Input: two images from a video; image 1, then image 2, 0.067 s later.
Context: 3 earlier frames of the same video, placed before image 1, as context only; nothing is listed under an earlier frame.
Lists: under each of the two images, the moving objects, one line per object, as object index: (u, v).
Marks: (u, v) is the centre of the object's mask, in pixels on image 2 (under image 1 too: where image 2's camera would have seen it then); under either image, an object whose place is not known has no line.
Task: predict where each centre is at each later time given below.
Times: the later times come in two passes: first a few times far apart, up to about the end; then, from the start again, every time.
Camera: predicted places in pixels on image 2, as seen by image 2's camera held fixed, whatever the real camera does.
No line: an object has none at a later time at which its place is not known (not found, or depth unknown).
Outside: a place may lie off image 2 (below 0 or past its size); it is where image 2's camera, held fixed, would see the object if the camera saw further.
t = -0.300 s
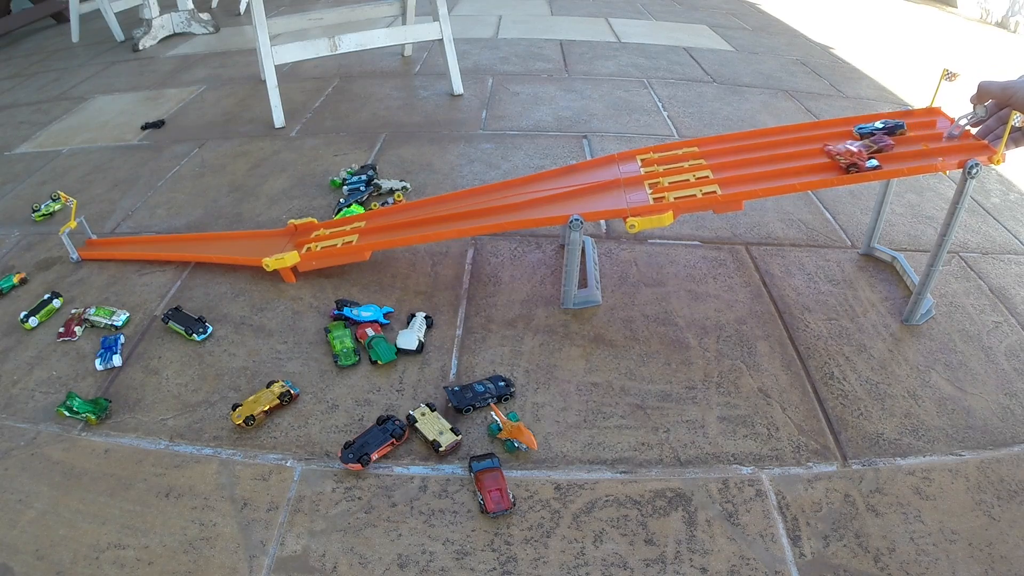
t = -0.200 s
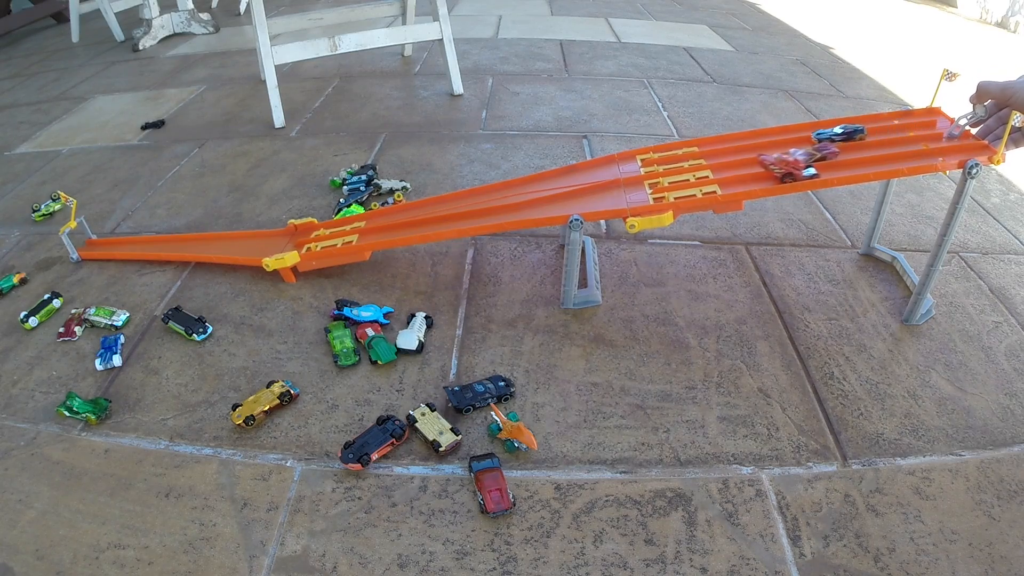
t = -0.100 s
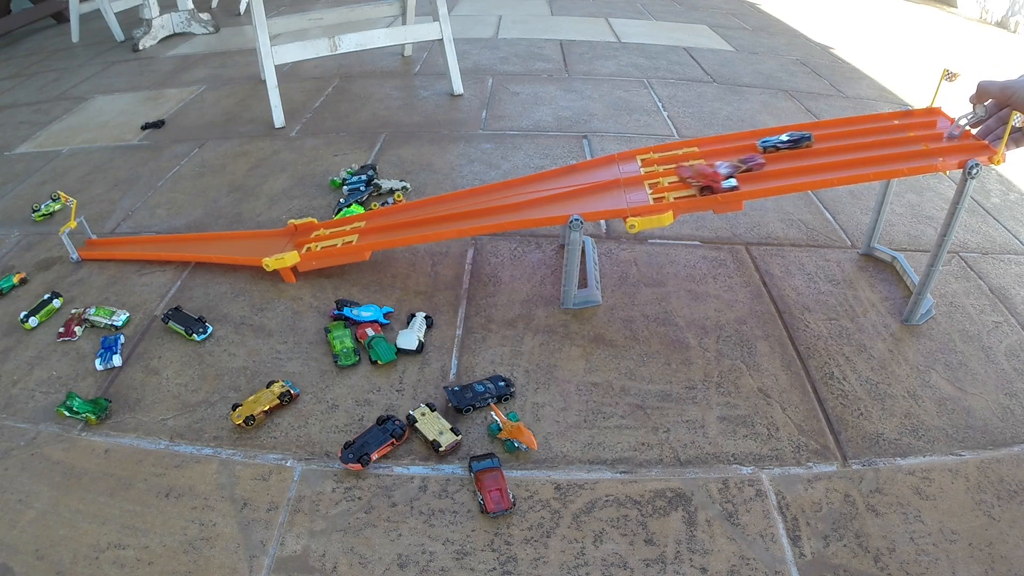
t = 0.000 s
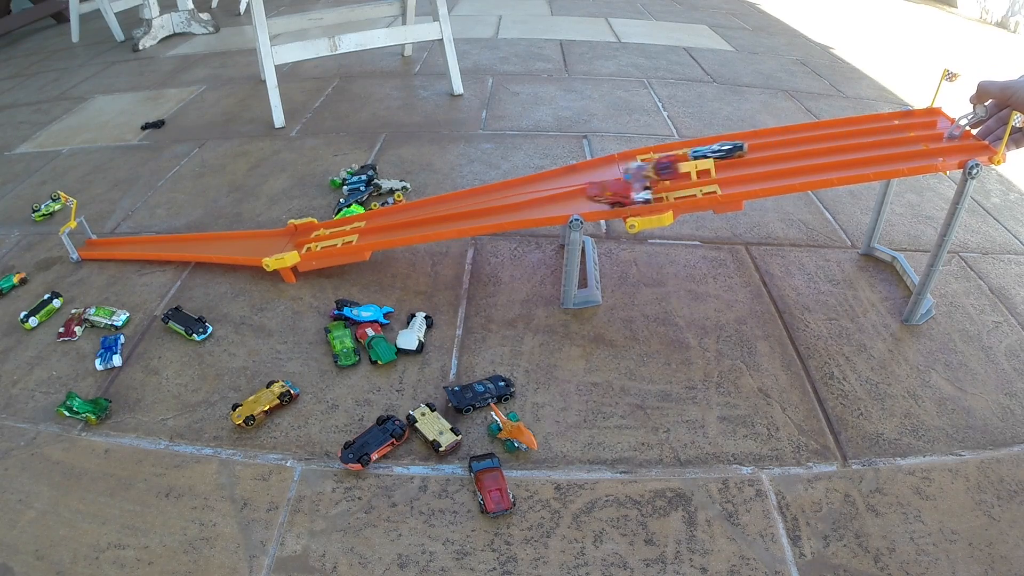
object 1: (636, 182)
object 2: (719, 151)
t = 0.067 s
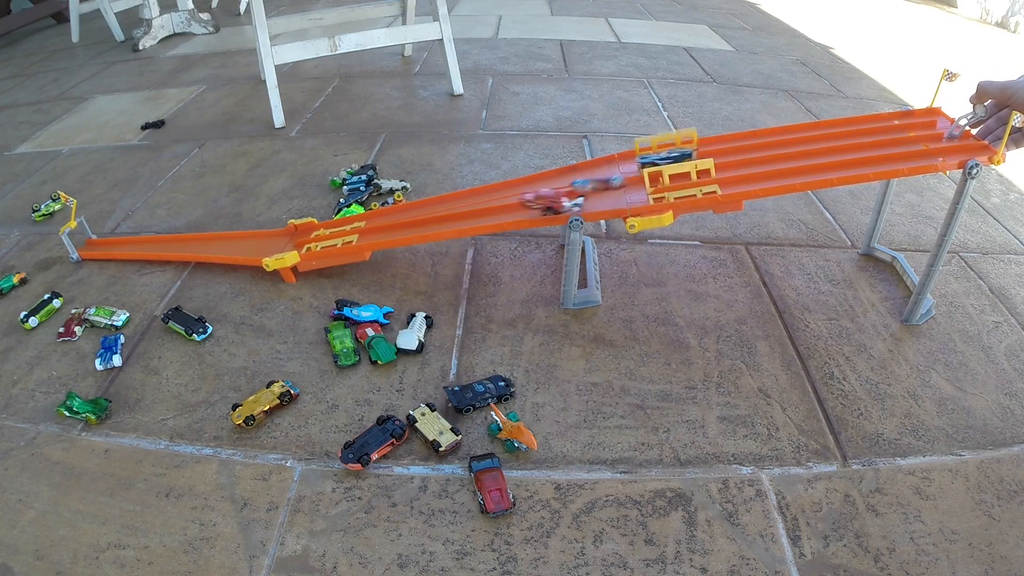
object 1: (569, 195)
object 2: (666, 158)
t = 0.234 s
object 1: (379, 226)
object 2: (533, 181)
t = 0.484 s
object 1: (159, 240)
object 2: (412, 207)
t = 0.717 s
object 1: (88, 240)
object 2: (412, 207)
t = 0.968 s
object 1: (115, 239)
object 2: (385, 212)
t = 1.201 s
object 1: (124, 239)
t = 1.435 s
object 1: (118, 239)
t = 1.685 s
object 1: (104, 239)
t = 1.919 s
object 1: (87, 239)
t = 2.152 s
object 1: (83, 240)
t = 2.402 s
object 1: (83, 240)
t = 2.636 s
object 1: (83, 240)
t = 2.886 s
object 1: (83, 240)
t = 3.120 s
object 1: (83, 240)
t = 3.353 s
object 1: (83, 240)
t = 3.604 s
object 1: (83, 240)
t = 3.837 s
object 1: (83, 240)
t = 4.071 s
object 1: (83, 240)
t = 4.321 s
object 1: (83, 240)
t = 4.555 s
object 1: (83, 240)
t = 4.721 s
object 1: (83, 240)
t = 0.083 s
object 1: (537, 203)
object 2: (653, 159)
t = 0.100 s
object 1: (517, 204)
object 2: (639, 160)
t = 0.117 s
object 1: (501, 206)
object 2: (629, 161)
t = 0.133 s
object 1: (484, 209)
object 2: (618, 163)
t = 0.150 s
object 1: (467, 211)
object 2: (605, 166)
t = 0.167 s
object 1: (449, 215)
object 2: (592, 171)
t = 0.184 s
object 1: (432, 217)
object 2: (578, 174)
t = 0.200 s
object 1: (416, 220)
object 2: (563, 176)
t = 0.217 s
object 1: (397, 222)
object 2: (546, 178)
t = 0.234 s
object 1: (379, 226)
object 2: (533, 181)
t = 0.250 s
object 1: (361, 229)
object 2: (519, 183)
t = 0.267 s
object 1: (344, 231)
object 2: (504, 187)
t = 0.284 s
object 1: (326, 234)
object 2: (489, 190)
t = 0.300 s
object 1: (309, 237)
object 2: (474, 193)
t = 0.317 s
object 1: (293, 240)
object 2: (460, 196)
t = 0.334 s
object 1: (278, 241)
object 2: (444, 200)
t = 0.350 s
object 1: (265, 242)
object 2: (428, 203)
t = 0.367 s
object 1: (249, 245)
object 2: (412, 207)
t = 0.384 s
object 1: (236, 244)
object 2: (396, 209)
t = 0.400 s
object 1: (223, 243)
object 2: (388, 210)
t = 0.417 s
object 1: (208, 243)
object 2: (393, 209)
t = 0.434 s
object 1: (195, 242)
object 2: (398, 209)
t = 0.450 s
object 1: (183, 241)
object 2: (403, 208)
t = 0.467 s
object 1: (171, 241)
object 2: (409, 207)
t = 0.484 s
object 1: (159, 240)
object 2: (412, 207)
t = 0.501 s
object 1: (149, 239)
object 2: (416, 206)
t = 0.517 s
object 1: (138, 239)
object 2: (418, 206)
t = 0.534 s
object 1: (129, 238)
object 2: (420, 205)
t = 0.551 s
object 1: (119, 238)
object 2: (422, 205)
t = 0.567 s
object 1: (108, 239)
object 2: (423, 205)
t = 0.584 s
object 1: (99, 239)
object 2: (423, 205)
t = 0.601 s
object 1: (88, 239)
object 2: (423, 205)
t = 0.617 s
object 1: (82, 240)
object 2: (423, 205)
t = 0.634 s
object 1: (81, 239)
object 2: (422, 205)
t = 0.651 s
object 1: (82, 239)
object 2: (421, 205)
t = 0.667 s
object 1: (83, 240)
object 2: (419, 205)
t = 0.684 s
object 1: (85, 240)
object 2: (418, 206)
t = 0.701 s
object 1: (86, 240)
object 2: (415, 206)
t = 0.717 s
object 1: (88, 240)
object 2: (412, 207)
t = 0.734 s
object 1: (90, 239)
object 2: (409, 207)
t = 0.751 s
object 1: (93, 239)
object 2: (406, 208)
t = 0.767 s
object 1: (95, 239)
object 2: (401, 208)
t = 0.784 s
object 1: (98, 239)
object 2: (397, 209)
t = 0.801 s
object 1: (99, 239)
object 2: (393, 210)
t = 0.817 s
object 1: (101, 239)
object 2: (388, 211)
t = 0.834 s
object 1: (102, 239)
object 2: (384, 211)
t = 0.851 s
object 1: (105, 239)
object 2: (386, 211)
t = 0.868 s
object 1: (107, 239)
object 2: (387, 211)
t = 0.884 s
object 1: (108, 239)
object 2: (387, 211)
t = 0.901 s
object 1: (110, 239)
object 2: (387, 211)
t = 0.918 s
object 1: (111, 239)
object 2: (387, 211)
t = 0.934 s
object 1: (113, 239)
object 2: (387, 211)
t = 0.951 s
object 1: (114, 239)
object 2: (386, 211)
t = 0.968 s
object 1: (115, 239)
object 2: (385, 212)
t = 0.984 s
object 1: (116, 239)
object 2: (384, 212)
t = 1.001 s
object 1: (117, 239)
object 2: (384, 212)
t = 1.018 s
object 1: (118, 239)
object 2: (384, 212)
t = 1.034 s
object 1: (118, 239)
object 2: (384, 212)
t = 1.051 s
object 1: (120, 239)
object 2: (384, 212)
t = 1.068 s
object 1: (121, 239)
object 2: (384, 212)
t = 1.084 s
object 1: (121, 239)
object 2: (384, 211)
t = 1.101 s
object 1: (122, 239)
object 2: (384, 212)
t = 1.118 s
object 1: (123, 239)
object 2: (384, 211)
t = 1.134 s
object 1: (123, 239)
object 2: (384, 211)
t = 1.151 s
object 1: (123, 239)
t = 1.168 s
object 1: (123, 239)
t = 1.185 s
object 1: (123, 239)
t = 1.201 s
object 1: (124, 239)
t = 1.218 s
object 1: (123, 239)
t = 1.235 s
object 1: (124, 239)
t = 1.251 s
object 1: (124, 239)
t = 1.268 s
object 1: (123, 239)
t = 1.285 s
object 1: (123, 239)
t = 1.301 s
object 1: (122, 239)
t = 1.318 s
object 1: (122, 239)
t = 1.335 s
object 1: (122, 239)
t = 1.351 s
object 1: (122, 239)
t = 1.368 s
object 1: (121, 239)
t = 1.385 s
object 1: (120, 239)
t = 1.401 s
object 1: (119, 239)
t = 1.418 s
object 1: (119, 239)
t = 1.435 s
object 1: (118, 239)
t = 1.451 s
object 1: (118, 239)
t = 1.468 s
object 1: (117, 239)
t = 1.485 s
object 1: (116, 239)
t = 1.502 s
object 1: (116, 239)
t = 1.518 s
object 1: (114, 239)
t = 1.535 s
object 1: (114, 239)
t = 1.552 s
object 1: (113, 239)
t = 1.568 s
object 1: (112, 239)
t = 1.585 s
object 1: (111, 239)
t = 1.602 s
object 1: (110, 239)
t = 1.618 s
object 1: (109, 239)
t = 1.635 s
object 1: (108, 239)
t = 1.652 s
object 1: (107, 239)
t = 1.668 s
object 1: (105, 239)
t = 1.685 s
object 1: (104, 239)
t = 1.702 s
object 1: (103, 239)
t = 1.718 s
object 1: (102, 239)
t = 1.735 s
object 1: (101, 239)
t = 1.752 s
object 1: (100, 239)
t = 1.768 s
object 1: (98, 239)
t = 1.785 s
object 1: (97, 239)
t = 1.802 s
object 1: (96, 239)
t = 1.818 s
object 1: (95, 239)
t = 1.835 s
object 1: (94, 239)
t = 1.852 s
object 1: (92, 239)
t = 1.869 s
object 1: (91, 239)
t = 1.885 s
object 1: (90, 239)
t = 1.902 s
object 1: (89, 239)
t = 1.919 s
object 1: (87, 239)
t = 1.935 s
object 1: (87, 239)
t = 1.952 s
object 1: (86, 239)
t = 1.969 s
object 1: (86, 239)
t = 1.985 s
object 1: (85, 240)
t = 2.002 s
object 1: (85, 240)
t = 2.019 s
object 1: (84, 240)
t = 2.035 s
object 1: (84, 240)
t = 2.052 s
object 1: (84, 240)
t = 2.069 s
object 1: (83, 240)
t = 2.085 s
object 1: (83, 240)
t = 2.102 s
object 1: (83, 240)
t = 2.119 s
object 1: (83, 240)
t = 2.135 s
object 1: (83, 240)
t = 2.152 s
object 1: (83, 240)
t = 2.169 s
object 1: (83, 240)
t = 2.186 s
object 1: (83, 240)
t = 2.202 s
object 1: (83, 240)
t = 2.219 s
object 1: (83, 240)
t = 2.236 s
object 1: (83, 240)
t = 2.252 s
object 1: (83, 240)
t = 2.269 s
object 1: (83, 240)
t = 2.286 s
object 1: (83, 240)
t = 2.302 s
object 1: (83, 240)
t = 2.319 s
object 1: (83, 240)
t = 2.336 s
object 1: (83, 240)
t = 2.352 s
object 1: (83, 240)
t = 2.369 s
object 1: (83, 240)
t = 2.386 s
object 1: (83, 240)
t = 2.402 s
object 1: (83, 240)
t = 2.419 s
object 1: (83, 240)
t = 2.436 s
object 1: (83, 240)
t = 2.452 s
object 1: (83, 240)
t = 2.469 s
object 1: (83, 240)
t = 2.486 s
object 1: (83, 240)
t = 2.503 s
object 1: (83, 240)
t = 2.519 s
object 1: (83, 240)
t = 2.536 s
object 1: (83, 240)
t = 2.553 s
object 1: (83, 240)
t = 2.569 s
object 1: (83, 240)
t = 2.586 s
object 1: (83, 240)
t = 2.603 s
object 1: (83, 240)
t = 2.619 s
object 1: (83, 240)
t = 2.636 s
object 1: (83, 240)
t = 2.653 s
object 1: (83, 240)
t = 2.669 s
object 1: (83, 240)
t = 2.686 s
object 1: (83, 240)
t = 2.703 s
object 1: (83, 240)
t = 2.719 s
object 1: (83, 240)
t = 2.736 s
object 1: (83, 240)
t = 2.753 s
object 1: (83, 240)
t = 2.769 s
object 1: (83, 240)
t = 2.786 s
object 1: (83, 240)
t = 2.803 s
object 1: (83, 240)
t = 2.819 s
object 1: (83, 240)
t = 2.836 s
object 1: (83, 240)
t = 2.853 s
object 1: (83, 240)
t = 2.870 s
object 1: (83, 240)
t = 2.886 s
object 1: (83, 240)
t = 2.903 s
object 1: (83, 240)
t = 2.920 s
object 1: (83, 240)
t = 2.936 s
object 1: (83, 240)
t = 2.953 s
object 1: (83, 240)
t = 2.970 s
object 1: (83, 240)
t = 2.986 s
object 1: (83, 240)
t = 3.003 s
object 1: (83, 240)
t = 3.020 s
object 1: (83, 240)
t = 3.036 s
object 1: (83, 240)
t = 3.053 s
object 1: (83, 240)
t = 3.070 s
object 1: (83, 240)
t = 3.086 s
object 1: (83, 240)
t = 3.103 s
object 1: (83, 240)
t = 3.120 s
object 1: (83, 240)
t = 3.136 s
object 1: (83, 240)
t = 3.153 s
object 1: (83, 240)
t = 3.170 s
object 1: (83, 240)
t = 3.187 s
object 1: (83, 240)
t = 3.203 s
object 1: (83, 240)
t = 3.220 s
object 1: (83, 240)
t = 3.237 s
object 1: (83, 240)
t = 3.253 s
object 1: (83, 240)
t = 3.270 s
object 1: (83, 240)
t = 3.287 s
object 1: (83, 240)
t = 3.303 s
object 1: (83, 240)
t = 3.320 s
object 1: (83, 240)
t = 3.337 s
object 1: (83, 240)
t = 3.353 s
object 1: (83, 240)
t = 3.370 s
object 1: (83, 240)
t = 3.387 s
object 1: (83, 240)
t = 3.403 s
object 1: (83, 240)
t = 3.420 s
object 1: (83, 240)
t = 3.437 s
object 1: (83, 240)
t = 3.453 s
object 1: (83, 240)
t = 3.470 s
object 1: (83, 240)
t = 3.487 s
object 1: (83, 240)
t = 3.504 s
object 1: (83, 240)
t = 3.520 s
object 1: (83, 240)
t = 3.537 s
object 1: (83, 240)
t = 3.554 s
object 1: (83, 240)
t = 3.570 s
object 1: (83, 240)
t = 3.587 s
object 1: (83, 240)
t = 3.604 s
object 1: (83, 240)
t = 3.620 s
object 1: (83, 240)
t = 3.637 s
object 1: (83, 240)
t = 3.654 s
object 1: (83, 240)
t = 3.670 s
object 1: (83, 240)
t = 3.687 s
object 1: (83, 240)
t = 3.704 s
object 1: (83, 240)
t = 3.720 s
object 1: (83, 240)
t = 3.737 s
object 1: (83, 240)
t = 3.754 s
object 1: (83, 240)
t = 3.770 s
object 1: (83, 240)
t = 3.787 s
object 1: (83, 240)
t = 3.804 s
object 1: (83, 240)
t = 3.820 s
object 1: (83, 240)
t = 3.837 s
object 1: (83, 240)
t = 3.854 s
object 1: (83, 240)
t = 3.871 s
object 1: (83, 240)
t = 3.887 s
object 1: (83, 240)
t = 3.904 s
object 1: (83, 240)
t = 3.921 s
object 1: (83, 240)
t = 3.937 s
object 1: (83, 240)
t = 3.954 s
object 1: (83, 240)
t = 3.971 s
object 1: (83, 240)
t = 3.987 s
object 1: (83, 240)
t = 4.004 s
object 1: (83, 240)
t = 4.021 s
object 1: (83, 240)
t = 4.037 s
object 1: (83, 240)
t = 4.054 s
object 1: (83, 240)
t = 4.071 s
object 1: (83, 240)
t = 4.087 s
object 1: (83, 240)
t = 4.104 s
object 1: (83, 240)
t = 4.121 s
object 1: (83, 240)
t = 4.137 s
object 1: (83, 240)
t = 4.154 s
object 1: (83, 240)
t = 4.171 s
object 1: (83, 240)
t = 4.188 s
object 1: (83, 240)
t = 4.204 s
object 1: (83, 240)
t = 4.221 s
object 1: (83, 240)
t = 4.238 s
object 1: (83, 240)
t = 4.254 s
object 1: (83, 240)
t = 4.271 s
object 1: (83, 240)
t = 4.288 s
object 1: (83, 240)
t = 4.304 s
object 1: (83, 240)
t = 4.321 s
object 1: (83, 240)
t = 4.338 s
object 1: (83, 240)
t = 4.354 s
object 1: (83, 240)
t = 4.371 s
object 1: (83, 240)
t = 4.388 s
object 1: (83, 240)
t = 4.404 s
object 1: (83, 240)
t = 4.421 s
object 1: (83, 240)
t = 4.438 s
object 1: (83, 240)
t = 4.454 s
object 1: (83, 240)
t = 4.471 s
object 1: (83, 240)
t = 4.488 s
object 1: (83, 240)
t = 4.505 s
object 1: (83, 240)
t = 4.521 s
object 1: (83, 240)
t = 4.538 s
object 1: (83, 240)
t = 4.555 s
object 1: (83, 240)
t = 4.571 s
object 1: (83, 240)
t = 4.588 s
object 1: (83, 240)
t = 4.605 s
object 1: (83, 240)
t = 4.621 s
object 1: (83, 240)
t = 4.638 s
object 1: (83, 240)
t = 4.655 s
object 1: (83, 240)
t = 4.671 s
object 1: (83, 240)
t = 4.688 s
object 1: (83, 240)
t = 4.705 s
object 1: (83, 240)
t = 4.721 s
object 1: (83, 240)
